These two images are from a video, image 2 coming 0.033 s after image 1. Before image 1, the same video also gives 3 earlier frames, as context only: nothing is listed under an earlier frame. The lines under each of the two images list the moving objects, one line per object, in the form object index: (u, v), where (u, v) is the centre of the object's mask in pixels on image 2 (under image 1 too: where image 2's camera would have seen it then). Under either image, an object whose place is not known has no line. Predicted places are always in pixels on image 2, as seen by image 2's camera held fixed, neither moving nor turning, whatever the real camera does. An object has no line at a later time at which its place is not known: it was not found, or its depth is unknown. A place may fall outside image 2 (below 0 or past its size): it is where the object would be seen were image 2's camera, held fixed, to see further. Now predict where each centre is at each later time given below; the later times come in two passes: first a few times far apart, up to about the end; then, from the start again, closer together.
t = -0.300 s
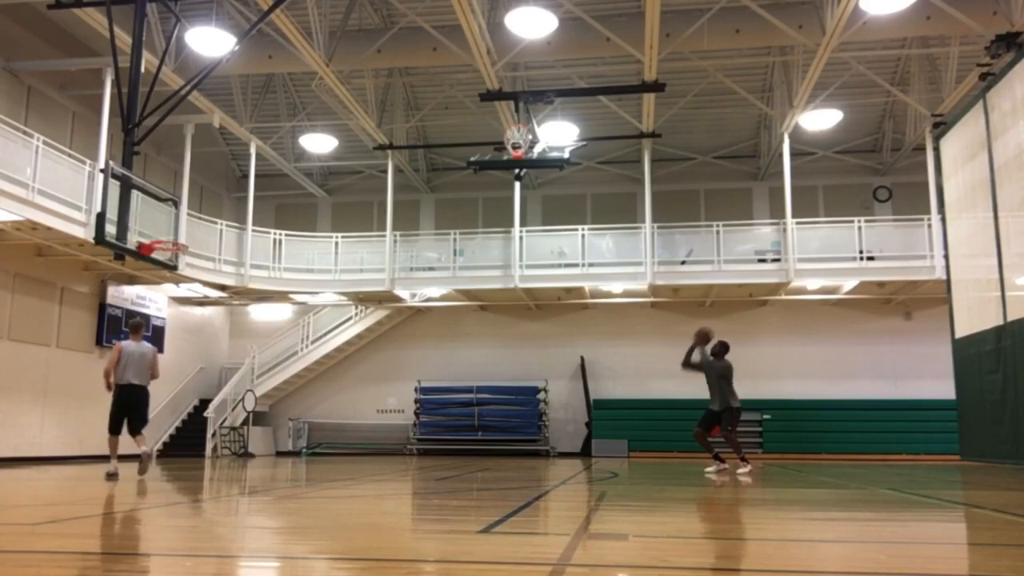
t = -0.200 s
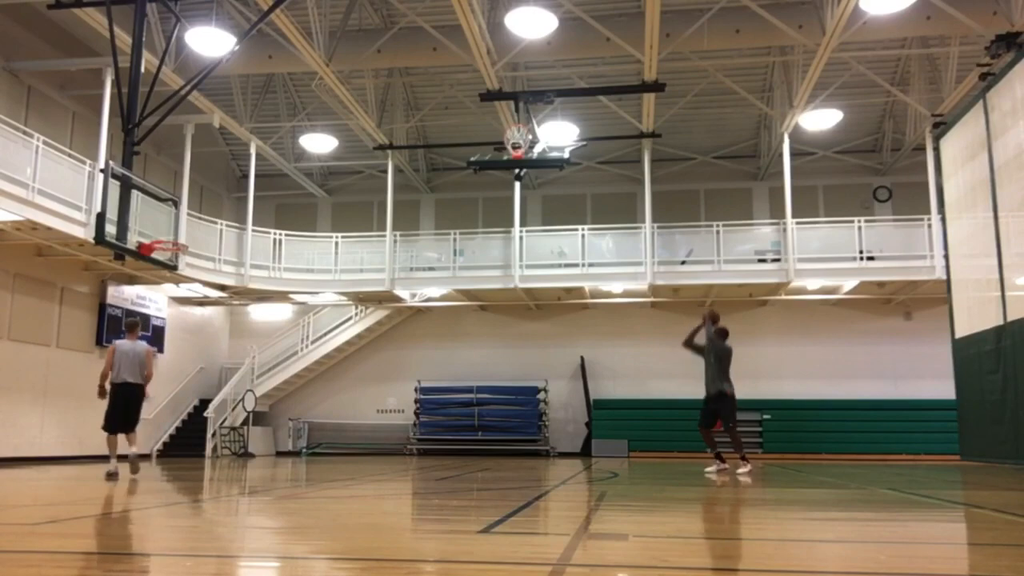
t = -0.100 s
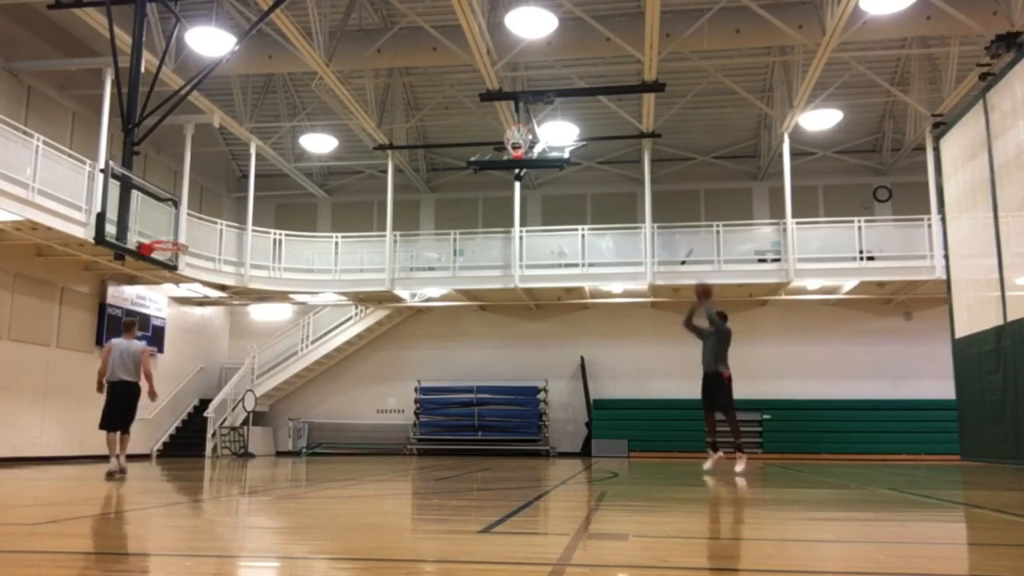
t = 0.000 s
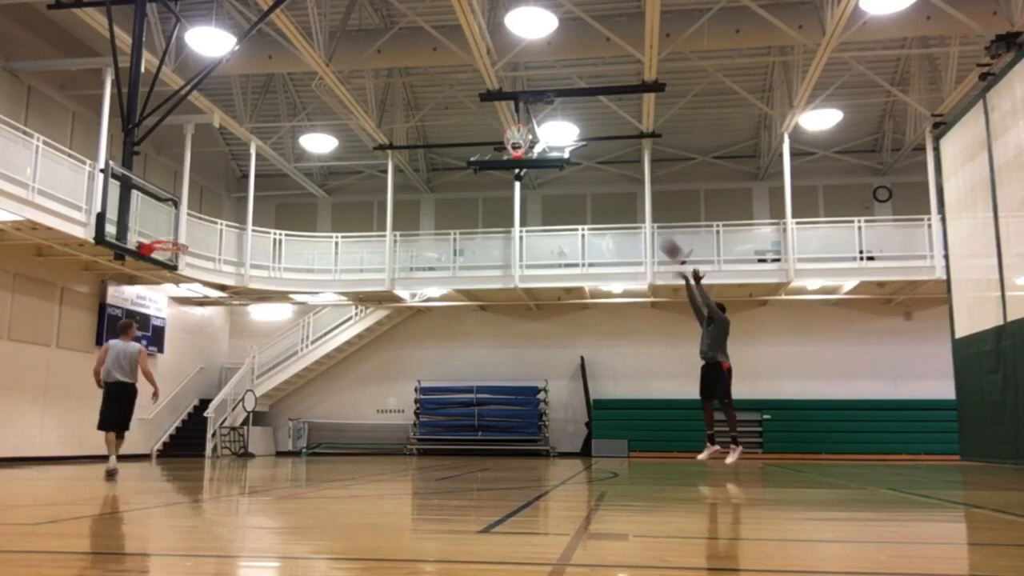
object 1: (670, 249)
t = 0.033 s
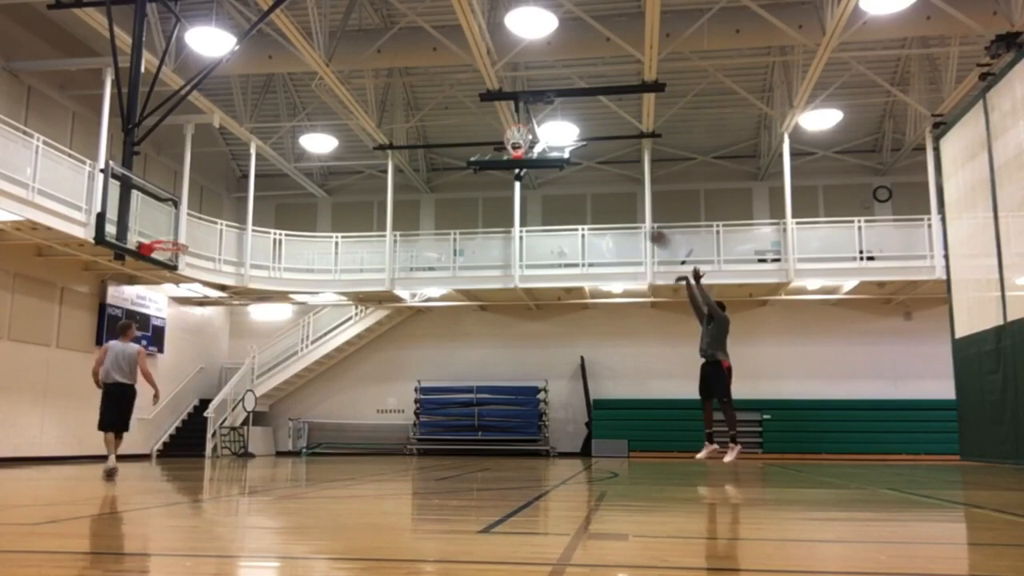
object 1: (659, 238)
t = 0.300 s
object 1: (542, 154)
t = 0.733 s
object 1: (363, 133)
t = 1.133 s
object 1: (194, 220)
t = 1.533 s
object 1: (201, 321)
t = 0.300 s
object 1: (542, 154)
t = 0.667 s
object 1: (390, 129)
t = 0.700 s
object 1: (375, 132)
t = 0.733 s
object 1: (363, 133)
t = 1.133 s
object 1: (194, 220)
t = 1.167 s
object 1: (179, 230)
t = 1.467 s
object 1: (193, 304)
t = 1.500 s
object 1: (197, 314)
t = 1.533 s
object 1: (201, 321)
